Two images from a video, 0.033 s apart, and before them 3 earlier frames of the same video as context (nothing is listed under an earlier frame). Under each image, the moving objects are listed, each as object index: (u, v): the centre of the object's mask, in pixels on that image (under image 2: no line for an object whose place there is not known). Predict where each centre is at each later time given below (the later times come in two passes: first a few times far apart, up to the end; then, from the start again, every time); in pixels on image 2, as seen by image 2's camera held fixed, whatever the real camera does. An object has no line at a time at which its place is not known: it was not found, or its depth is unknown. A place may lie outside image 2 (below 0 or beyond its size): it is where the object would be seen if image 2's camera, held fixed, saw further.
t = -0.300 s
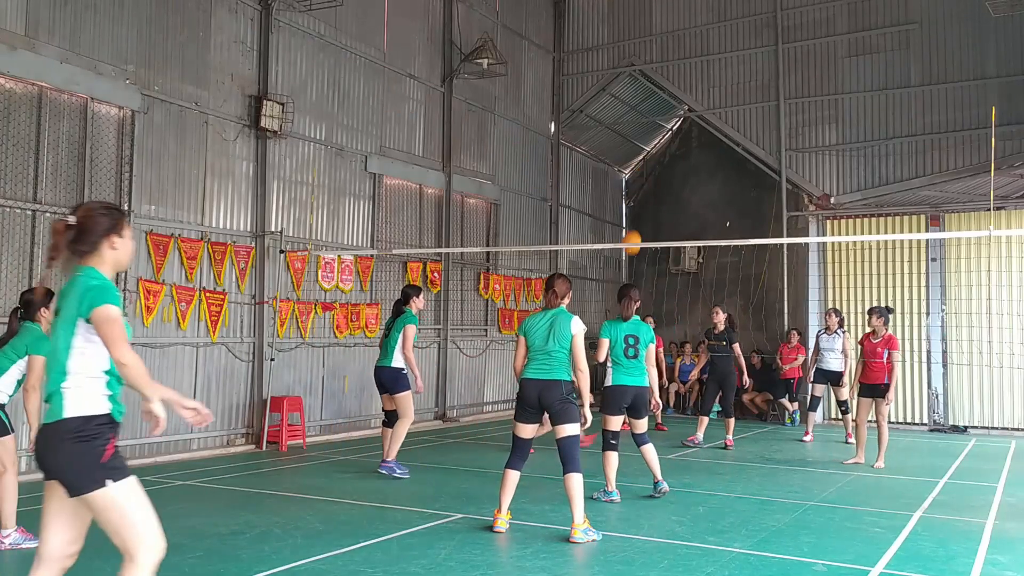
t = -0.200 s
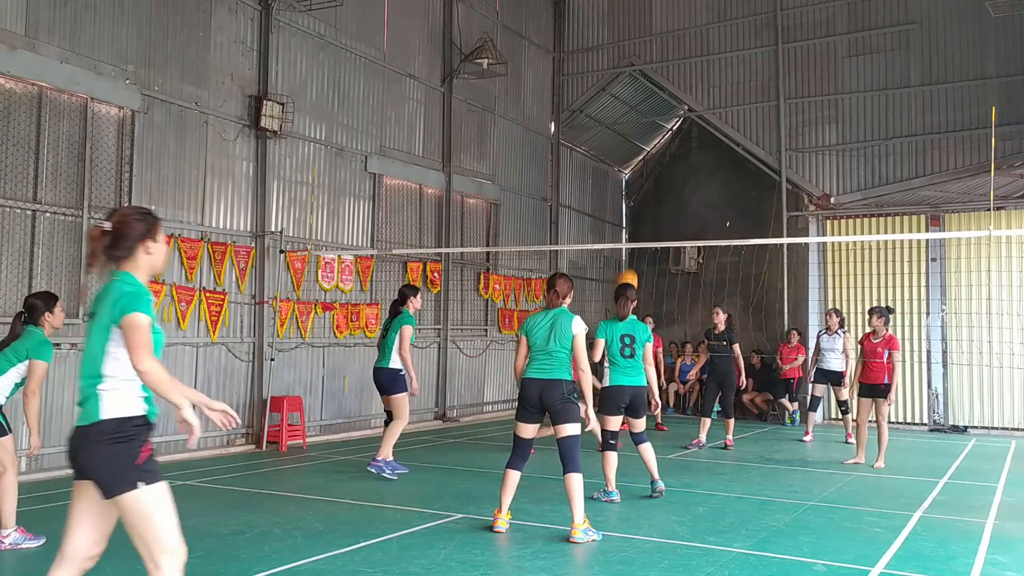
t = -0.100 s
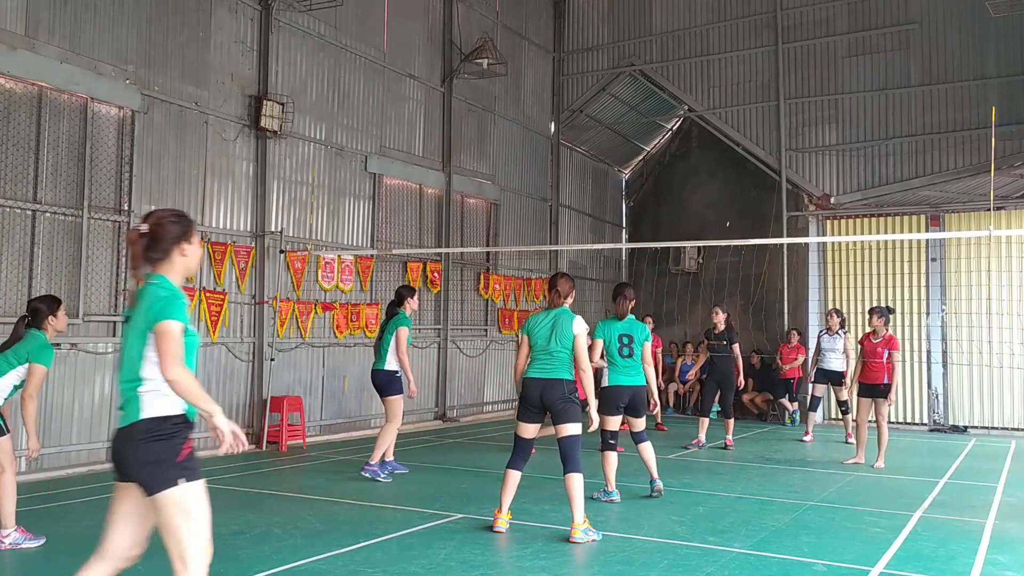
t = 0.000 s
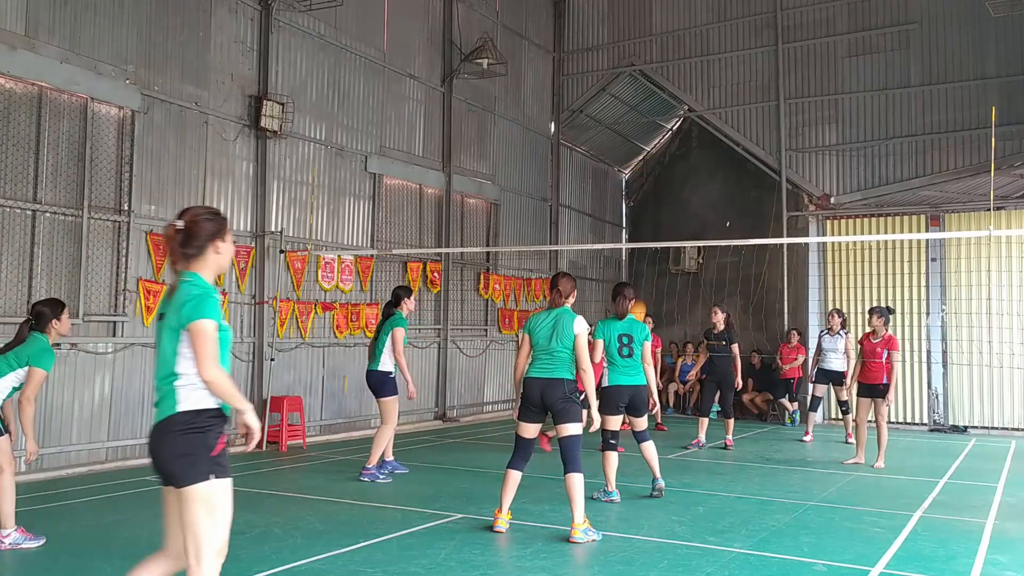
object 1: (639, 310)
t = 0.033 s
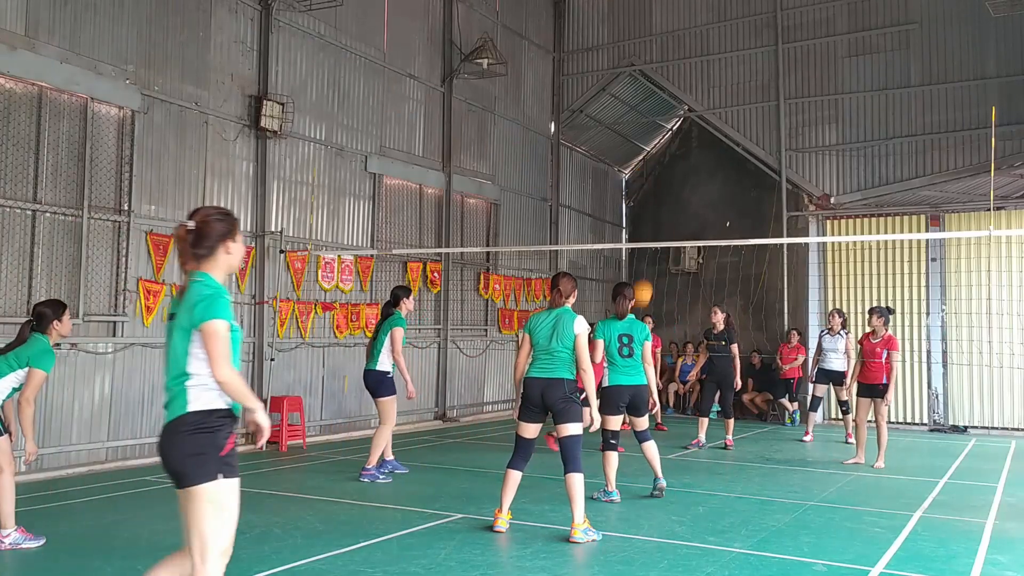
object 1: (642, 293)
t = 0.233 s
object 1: (679, 193)
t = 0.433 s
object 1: (713, 128)
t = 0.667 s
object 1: (753, 95)
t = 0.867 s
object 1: (787, 105)
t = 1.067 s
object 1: (820, 152)
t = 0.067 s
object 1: (648, 275)
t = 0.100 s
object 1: (654, 258)
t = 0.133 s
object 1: (661, 237)
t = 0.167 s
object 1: (667, 222)
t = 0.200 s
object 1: (673, 207)
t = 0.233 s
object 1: (679, 193)
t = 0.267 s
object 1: (685, 180)
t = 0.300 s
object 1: (690, 168)
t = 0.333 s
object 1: (696, 156)
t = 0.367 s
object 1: (702, 146)
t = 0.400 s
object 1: (708, 136)
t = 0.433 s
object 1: (713, 128)
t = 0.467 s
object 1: (719, 120)
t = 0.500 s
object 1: (725, 113)
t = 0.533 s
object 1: (730, 108)
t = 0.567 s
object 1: (736, 103)
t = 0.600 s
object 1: (742, 99)
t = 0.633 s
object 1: (747, 96)
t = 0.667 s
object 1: (753, 95)
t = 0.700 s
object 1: (758, 94)
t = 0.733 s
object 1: (764, 94)
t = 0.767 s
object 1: (770, 95)
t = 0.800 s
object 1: (776, 97)
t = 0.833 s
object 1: (781, 101)
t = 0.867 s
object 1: (787, 105)
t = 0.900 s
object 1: (792, 110)
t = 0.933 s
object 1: (798, 116)
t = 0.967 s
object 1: (804, 124)
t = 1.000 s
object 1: (809, 132)
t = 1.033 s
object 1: (814, 141)
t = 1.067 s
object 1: (820, 152)
